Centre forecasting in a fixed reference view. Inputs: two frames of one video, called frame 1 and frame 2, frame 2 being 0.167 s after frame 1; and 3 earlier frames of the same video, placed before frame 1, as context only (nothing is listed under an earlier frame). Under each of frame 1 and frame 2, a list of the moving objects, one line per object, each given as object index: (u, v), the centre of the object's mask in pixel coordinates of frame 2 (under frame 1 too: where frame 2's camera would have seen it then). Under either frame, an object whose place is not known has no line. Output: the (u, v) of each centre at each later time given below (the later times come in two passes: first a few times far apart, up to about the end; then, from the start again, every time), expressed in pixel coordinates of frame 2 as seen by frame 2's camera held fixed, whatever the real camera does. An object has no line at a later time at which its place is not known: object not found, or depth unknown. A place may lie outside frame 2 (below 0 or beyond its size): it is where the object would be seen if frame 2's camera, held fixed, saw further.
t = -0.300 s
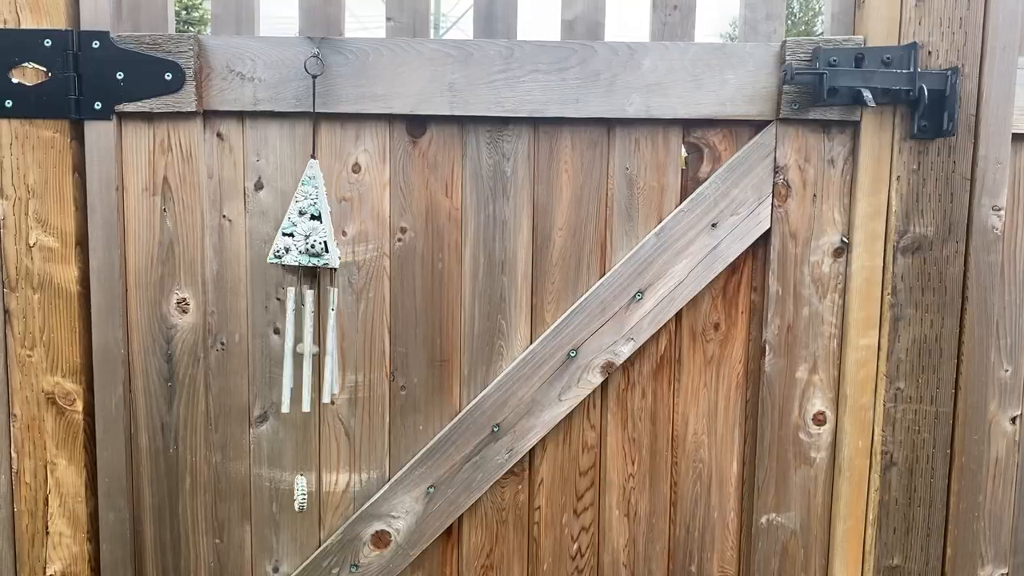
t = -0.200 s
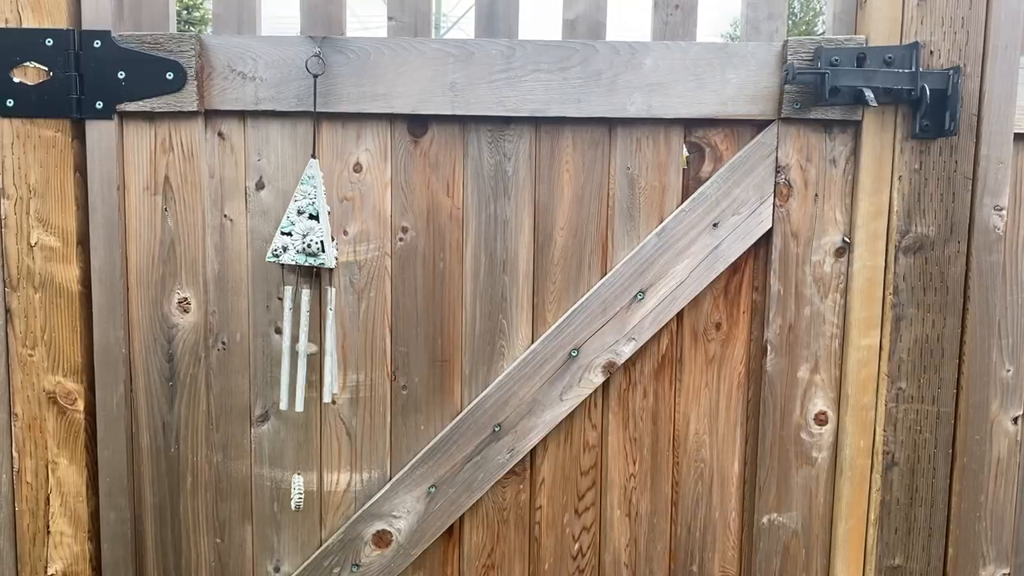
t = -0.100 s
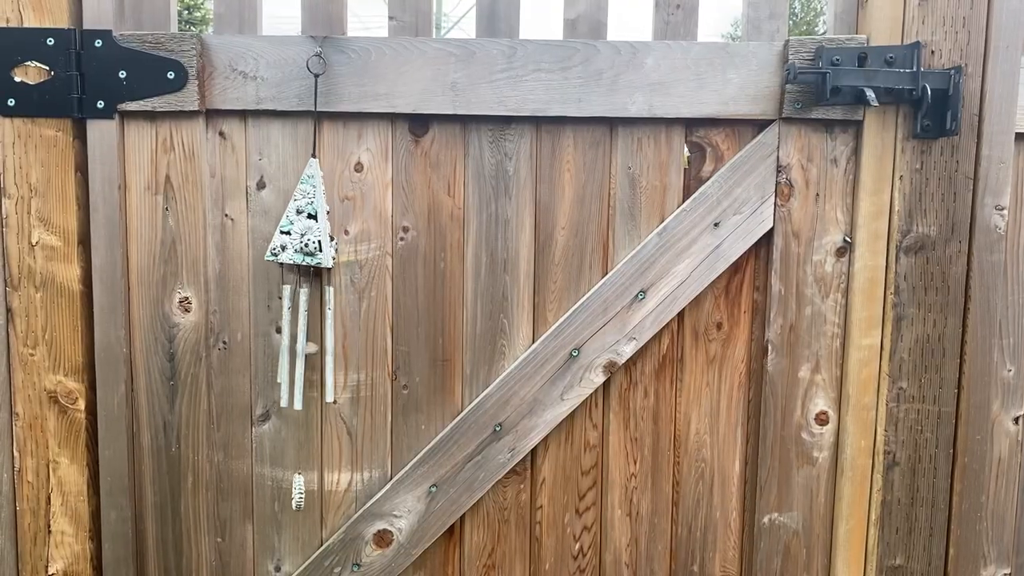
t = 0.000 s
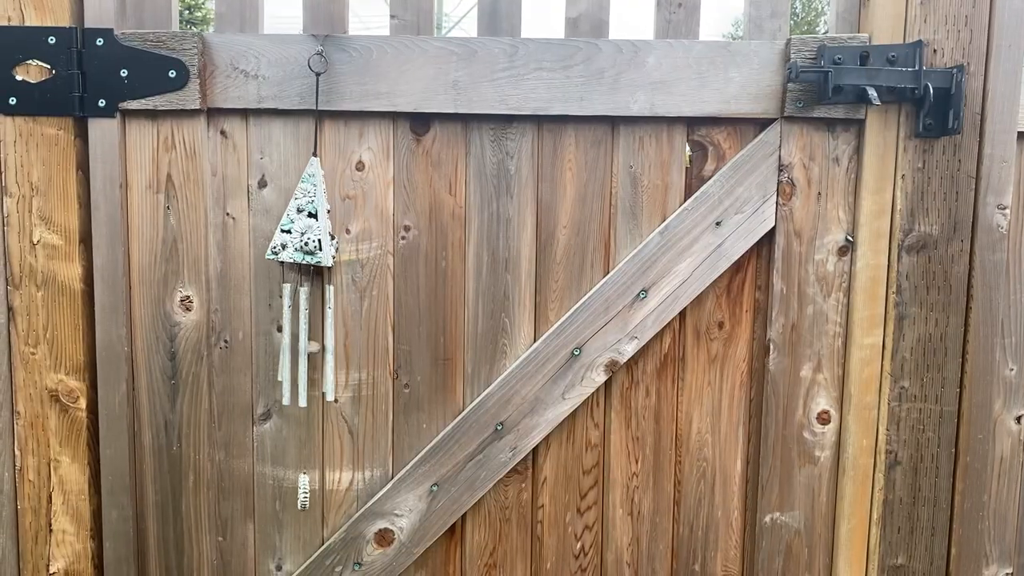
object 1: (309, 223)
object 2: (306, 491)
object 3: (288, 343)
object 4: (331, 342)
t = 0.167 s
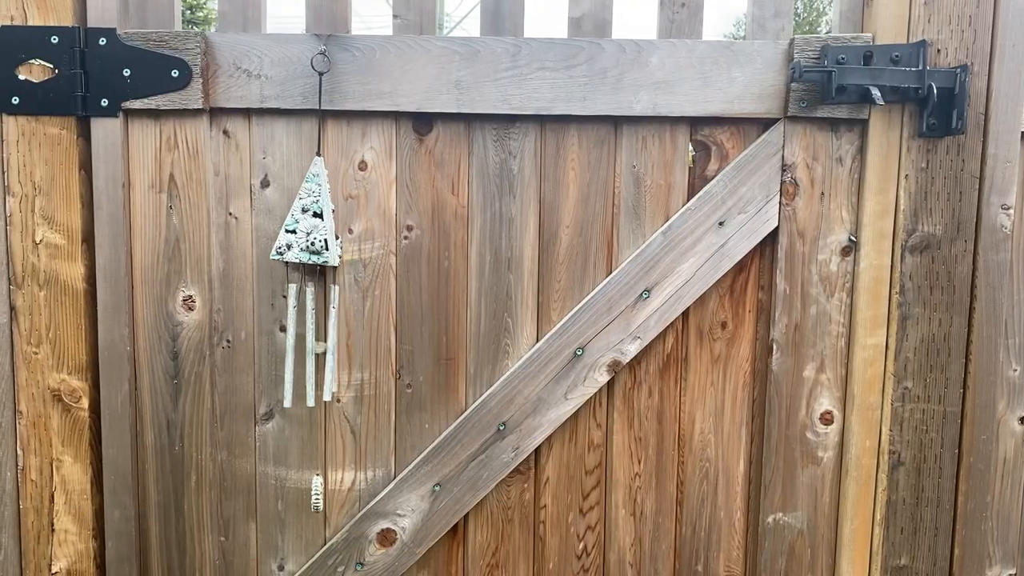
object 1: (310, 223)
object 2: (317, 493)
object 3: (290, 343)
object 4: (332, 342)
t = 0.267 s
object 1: (313, 223)
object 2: (324, 493)
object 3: (293, 347)
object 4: (336, 344)
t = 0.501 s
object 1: (320, 224)
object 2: (333, 494)
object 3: (304, 344)
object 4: (348, 336)
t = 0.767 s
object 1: (319, 224)
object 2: (326, 492)
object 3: (303, 343)
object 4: (344, 333)
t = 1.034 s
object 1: (311, 223)
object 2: (313, 491)
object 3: (289, 346)
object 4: (334, 342)
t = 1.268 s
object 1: (309, 223)
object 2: (307, 492)
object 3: (288, 345)
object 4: (331, 341)
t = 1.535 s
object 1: (314, 224)
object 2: (316, 494)
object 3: (296, 344)
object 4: (339, 339)
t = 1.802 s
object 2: (331, 494)
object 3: (304, 344)
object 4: (347, 338)
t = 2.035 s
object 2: (334, 492)
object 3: (300, 344)
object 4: (342, 334)
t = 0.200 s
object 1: (311, 223)
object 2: (319, 493)
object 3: (291, 343)
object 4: (333, 344)
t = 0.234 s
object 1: (312, 223)
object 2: (322, 494)
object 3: (292, 346)
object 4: (334, 345)
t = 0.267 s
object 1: (313, 223)
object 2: (324, 493)
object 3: (293, 347)
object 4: (336, 344)
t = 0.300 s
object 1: (314, 224)
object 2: (326, 494)
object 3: (295, 346)
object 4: (339, 344)
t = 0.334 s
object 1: (315, 224)
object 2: (328, 494)
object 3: (297, 343)
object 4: (340, 342)
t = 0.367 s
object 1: (316, 224)
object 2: (329, 494)
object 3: (298, 344)
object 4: (342, 334)
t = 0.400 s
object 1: (317, 224)
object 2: (331, 494)
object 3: (300, 344)
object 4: (344, 332)
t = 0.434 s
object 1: (318, 224)
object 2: (332, 494)
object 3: (301, 344)
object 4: (346, 333)
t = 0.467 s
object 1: (319, 224)
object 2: (332, 494)
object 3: (303, 345)
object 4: (347, 335)
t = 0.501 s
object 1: (320, 224)
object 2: (333, 494)
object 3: (304, 344)
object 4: (348, 336)
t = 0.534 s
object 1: (321, 224)
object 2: (333, 494)
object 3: (305, 345)
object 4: (348, 336)
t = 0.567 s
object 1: (321, 224)
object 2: (333, 494)
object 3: (306, 344)
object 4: (349, 335)
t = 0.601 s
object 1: (321, 224)
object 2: (332, 494)
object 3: (306, 344)
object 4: (348, 334)
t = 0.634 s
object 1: (321, 224)
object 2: (331, 493)
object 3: (306, 344)
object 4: (348, 336)
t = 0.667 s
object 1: (321, 224)
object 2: (330, 493)
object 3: (306, 344)
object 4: (348, 335)
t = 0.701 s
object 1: (320, 224)
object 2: (329, 493)
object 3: (305, 343)
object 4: (347, 336)
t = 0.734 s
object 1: (319, 224)
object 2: (328, 492)
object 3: (305, 344)
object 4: (346, 336)
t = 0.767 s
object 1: (319, 224)
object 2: (326, 492)
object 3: (303, 343)
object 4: (344, 333)
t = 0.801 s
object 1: (318, 224)
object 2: (325, 492)
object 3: (302, 343)
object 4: (343, 331)
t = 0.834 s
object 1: (317, 224)
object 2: (323, 492)
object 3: (300, 344)
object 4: (342, 335)
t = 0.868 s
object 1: (316, 224)
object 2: (321, 491)
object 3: (298, 344)
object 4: (340, 338)
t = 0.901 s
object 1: (314, 224)
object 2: (319, 491)
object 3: (296, 344)
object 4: (339, 341)
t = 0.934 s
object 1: (313, 224)
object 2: (317, 491)
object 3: (294, 346)
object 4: (337, 342)
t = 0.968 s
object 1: (312, 224)
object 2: (316, 491)
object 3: (292, 346)
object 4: (336, 343)
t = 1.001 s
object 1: (311, 223)
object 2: (314, 491)
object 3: (290, 347)
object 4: (335, 343)
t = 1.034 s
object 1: (311, 223)
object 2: (313, 491)
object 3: (289, 346)
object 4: (334, 342)
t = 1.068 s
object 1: (310, 223)
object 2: (311, 491)
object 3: (288, 346)
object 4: (333, 342)
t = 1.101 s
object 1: (309, 223)
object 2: (310, 491)
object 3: (287, 343)
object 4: (332, 341)
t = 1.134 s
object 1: (309, 223)
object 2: (309, 491)
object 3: (287, 342)
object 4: (332, 341)
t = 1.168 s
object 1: (309, 223)
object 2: (308, 491)
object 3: (287, 342)
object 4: (331, 341)
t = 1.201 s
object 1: (308, 223)
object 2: (308, 492)
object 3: (287, 345)
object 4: (331, 341)
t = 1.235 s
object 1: (308, 223)
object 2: (307, 492)
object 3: (288, 345)
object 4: (331, 341)
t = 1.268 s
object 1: (309, 223)
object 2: (307, 492)
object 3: (288, 345)
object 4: (331, 341)
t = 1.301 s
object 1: (309, 223)
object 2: (308, 492)
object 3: (289, 344)
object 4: (331, 340)
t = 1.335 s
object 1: (309, 223)
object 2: (308, 492)
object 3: (290, 344)
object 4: (332, 341)
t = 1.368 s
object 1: (310, 223)
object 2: (309, 493)
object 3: (291, 344)
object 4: (332, 342)
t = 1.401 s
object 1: (311, 223)
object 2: (310, 493)
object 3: (292, 343)
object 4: (333, 342)
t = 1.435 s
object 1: (311, 224)
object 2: (311, 493)
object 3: (293, 344)
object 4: (334, 343)
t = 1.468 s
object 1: (312, 223)
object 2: (312, 494)
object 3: (294, 346)
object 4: (335, 341)
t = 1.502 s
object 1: (313, 224)
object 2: (314, 494)
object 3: (295, 345)
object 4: (337, 342)
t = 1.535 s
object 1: (314, 224)
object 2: (316, 494)
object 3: (296, 344)
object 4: (339, 339)
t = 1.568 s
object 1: (315, 224)
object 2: (318, 494)
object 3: (297, 344)
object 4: (340, 337)
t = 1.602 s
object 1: (316, 224)
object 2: (320, 494)
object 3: (298, 344)
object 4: (342, 333)
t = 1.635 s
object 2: (322, 494)
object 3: (300, 345)
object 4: (343, 334)
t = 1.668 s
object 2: (324, 494)
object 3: (301, 345)
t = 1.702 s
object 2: (326, 494)
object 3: (302, 344)
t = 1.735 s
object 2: (328, 494)
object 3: (303, 344)
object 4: (347, 340)
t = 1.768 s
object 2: (330, 494)
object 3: (304, 344)
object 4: (347, 339)
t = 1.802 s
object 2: (331, 494)
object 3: (304, 344)
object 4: (347, 338)
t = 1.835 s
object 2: (333, 493)
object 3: (304, 344)
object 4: (347, 338)
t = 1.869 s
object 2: (334, 493)
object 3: (304, 343)
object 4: (347, 338)
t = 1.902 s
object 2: (335, 493)
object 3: (304, 343)
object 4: (347, 338)
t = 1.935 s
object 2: (335, 493)
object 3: (303, 343)
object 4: (346, 336)
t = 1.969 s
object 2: (335, 492)
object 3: (303, 344)
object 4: (344, 334)
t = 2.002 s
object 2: (335, 492)
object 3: (301, 344)
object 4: (343, 332)
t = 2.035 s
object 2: (334, 492)
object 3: (300, 344)
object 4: (342, 334)
